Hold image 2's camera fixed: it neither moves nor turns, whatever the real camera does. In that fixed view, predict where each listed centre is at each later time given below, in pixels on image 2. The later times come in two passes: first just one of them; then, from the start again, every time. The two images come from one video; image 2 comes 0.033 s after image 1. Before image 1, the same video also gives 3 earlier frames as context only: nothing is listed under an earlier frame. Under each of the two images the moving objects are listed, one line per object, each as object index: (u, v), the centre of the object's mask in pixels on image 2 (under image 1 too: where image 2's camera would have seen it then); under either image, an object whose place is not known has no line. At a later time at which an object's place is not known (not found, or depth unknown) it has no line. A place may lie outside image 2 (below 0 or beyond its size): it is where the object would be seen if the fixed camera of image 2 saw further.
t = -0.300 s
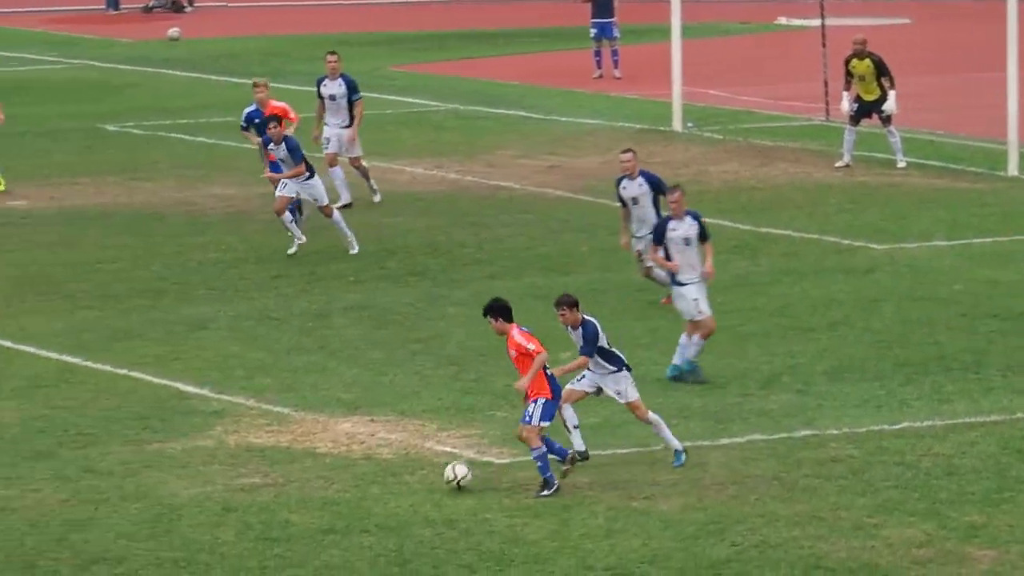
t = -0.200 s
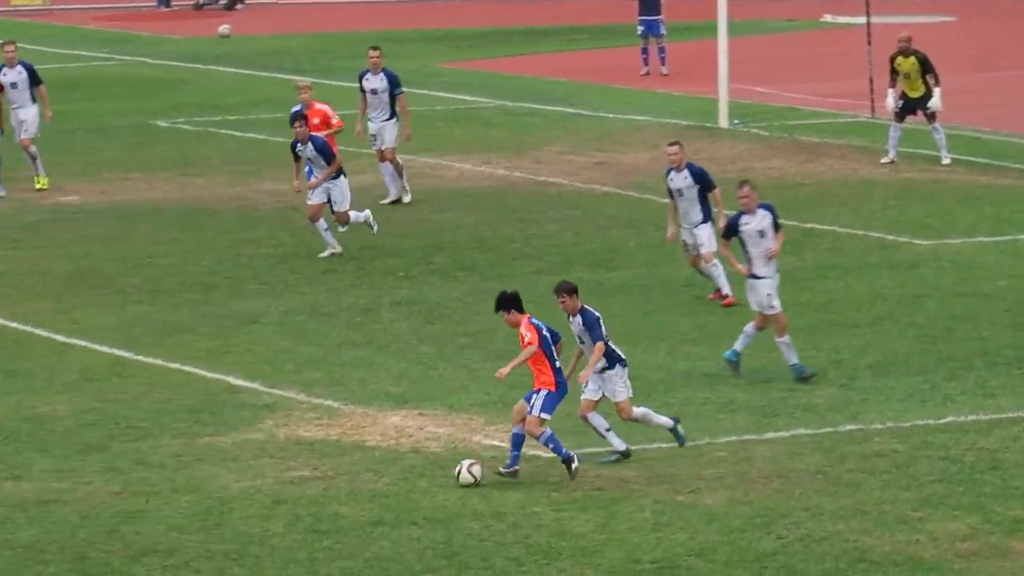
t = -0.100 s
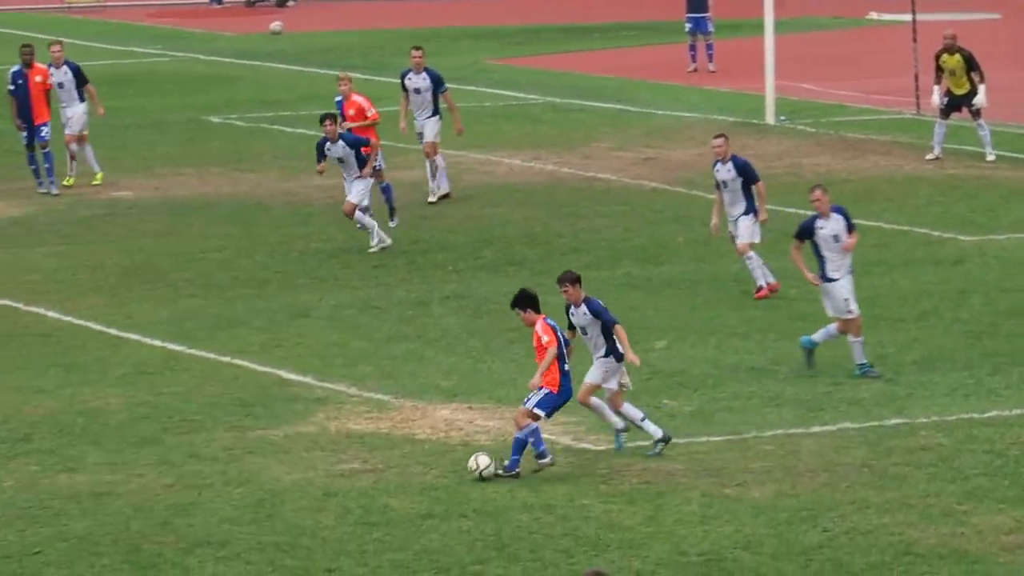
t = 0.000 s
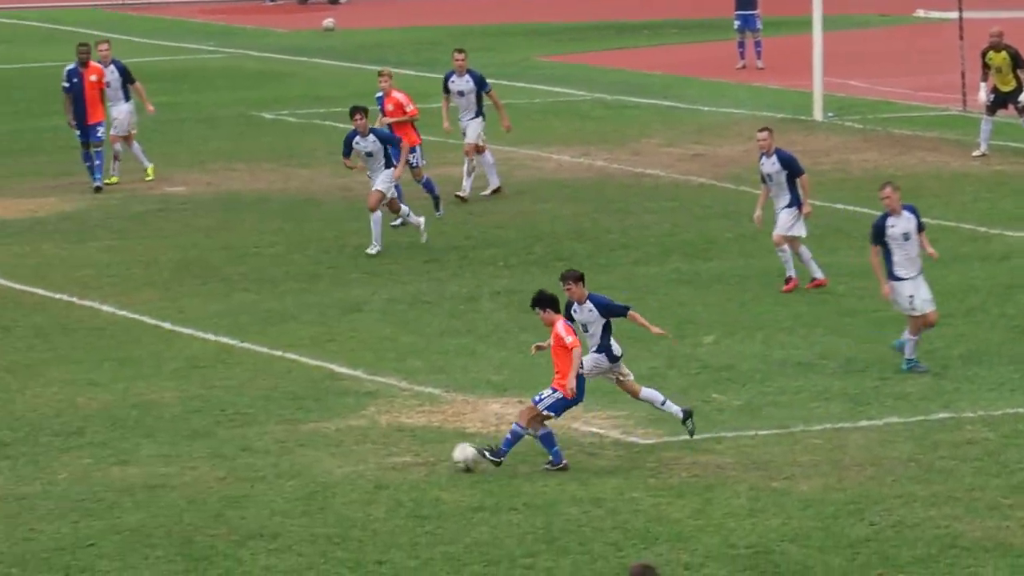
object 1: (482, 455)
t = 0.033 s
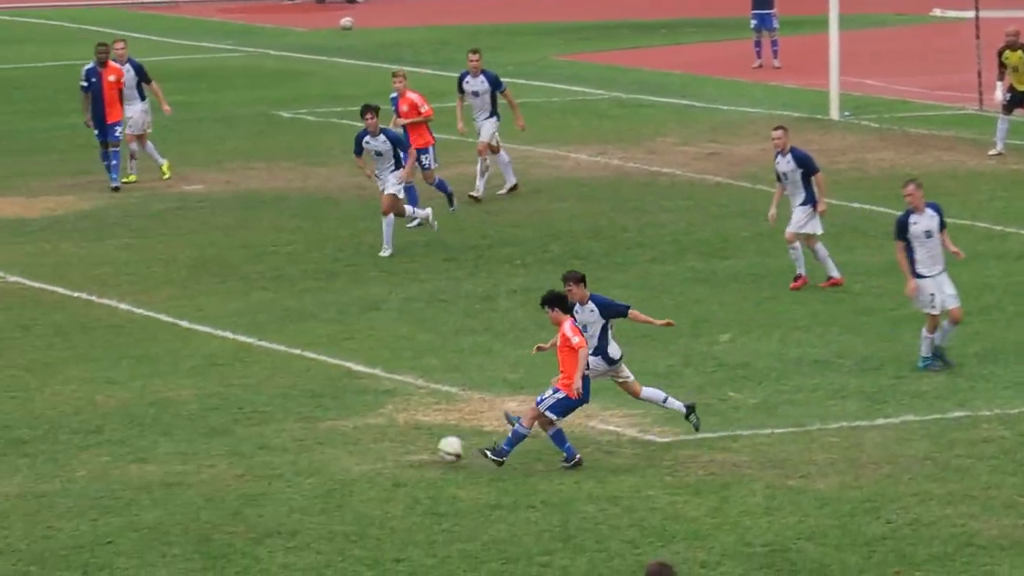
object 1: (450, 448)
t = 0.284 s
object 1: (238, 426)
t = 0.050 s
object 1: (435, 448)
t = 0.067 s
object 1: (420, 446)
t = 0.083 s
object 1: (403, 446)
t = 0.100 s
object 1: (387, 444)
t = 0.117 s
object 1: (372, 445)
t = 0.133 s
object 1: (356, 444)
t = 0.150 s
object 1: (341, 445)
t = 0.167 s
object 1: (326, 444)
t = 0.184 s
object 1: (313, 441)
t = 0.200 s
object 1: (301, 437)
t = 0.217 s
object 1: (288, 434)
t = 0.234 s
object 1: (276, 431)
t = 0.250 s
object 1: (263, 430)
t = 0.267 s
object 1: (251, 427)
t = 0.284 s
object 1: (238, 426)
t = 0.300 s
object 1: (225, 425)
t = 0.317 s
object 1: (213, 424)
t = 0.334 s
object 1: (201, 424)
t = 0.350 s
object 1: (188, 424)
